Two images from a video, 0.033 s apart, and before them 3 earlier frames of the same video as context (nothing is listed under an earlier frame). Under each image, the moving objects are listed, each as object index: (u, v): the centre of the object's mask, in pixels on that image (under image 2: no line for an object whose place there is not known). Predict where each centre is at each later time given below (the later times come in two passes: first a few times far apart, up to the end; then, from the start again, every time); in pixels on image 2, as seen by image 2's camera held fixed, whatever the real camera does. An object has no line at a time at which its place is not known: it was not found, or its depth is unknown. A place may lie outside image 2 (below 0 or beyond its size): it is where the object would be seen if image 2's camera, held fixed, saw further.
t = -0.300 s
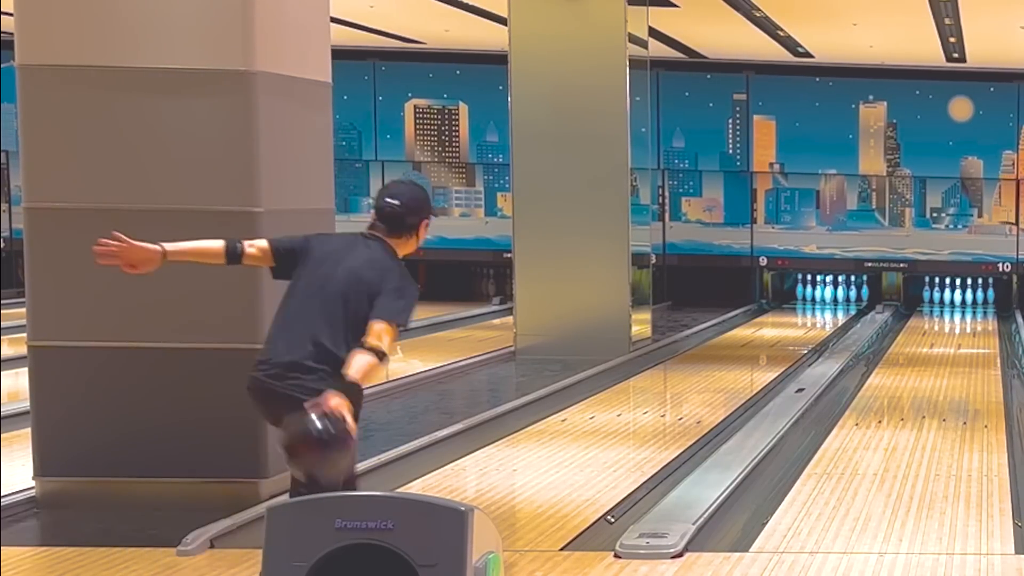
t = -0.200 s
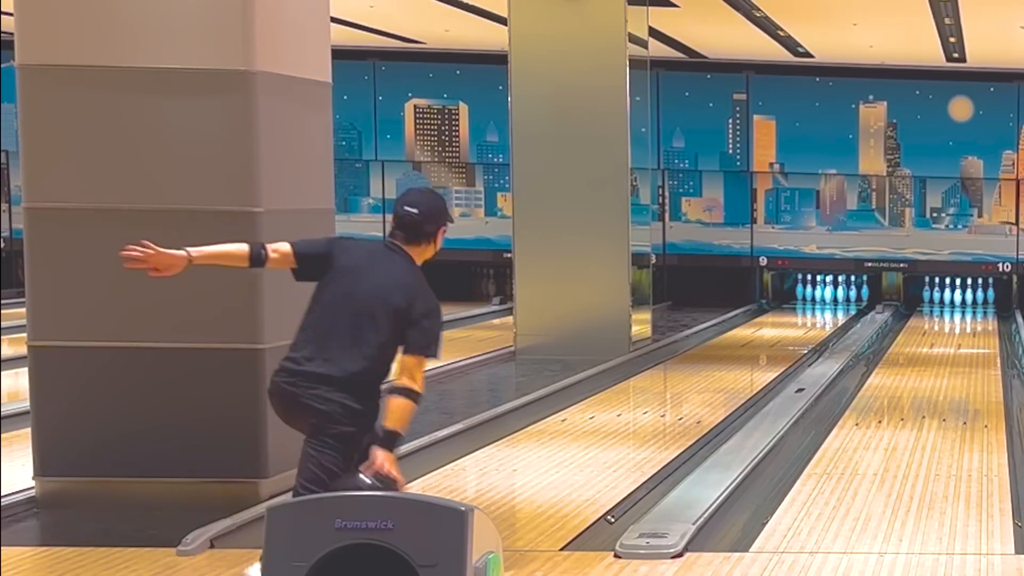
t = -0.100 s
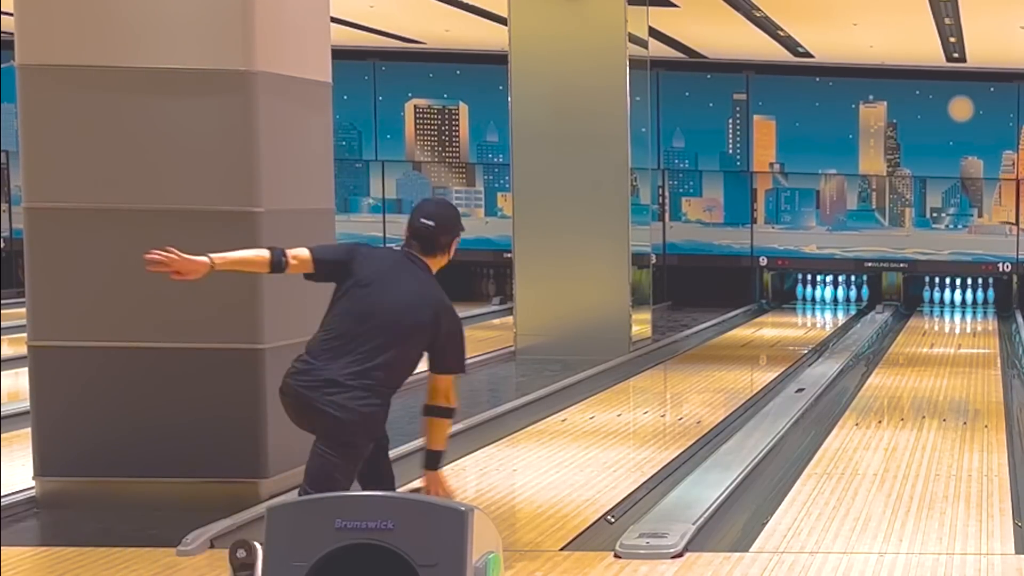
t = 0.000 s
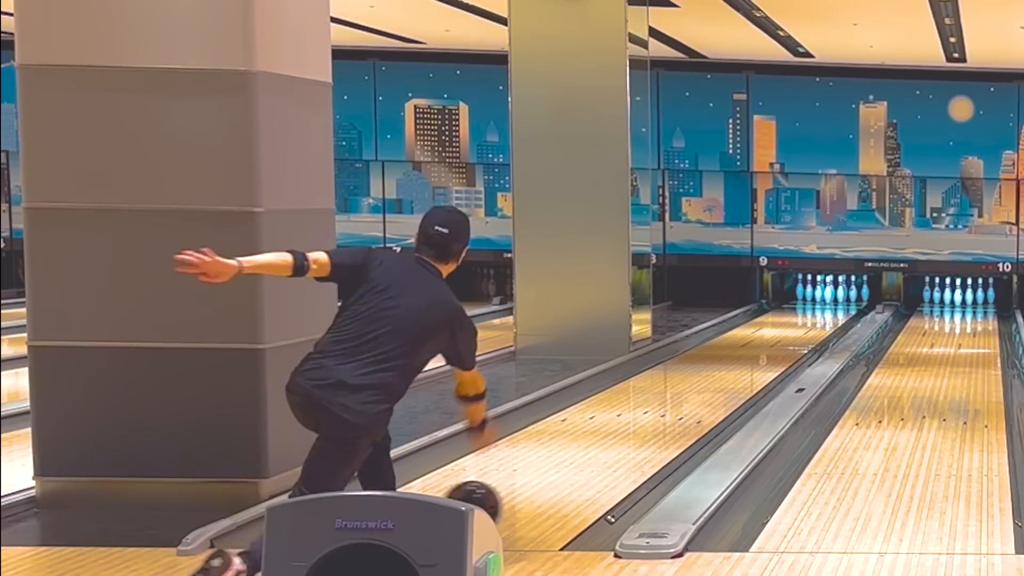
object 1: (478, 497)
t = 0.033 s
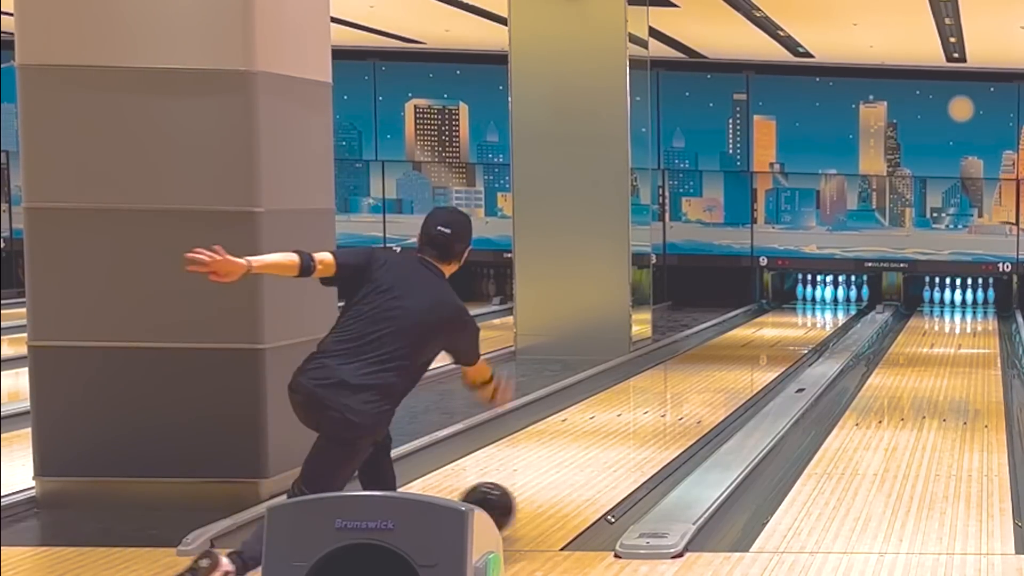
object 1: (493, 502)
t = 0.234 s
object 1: (559, 473)
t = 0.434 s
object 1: (614, 442)
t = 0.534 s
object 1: (636, 429)
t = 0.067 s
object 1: (503, 503)
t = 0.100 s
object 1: (513, 497)
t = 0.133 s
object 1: (526, 492)
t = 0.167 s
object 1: (538, 485)
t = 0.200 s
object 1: (548, 479)
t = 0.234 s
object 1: (559, 473)
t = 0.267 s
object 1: (569, 467)
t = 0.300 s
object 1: (578, 462)
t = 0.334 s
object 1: (588, 457)
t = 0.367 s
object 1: (597, 451)
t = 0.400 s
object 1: (605, 446)
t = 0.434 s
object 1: (614, 442)
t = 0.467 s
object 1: (622, 437)
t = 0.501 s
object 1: (629, 433)
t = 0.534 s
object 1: (636, 429)
